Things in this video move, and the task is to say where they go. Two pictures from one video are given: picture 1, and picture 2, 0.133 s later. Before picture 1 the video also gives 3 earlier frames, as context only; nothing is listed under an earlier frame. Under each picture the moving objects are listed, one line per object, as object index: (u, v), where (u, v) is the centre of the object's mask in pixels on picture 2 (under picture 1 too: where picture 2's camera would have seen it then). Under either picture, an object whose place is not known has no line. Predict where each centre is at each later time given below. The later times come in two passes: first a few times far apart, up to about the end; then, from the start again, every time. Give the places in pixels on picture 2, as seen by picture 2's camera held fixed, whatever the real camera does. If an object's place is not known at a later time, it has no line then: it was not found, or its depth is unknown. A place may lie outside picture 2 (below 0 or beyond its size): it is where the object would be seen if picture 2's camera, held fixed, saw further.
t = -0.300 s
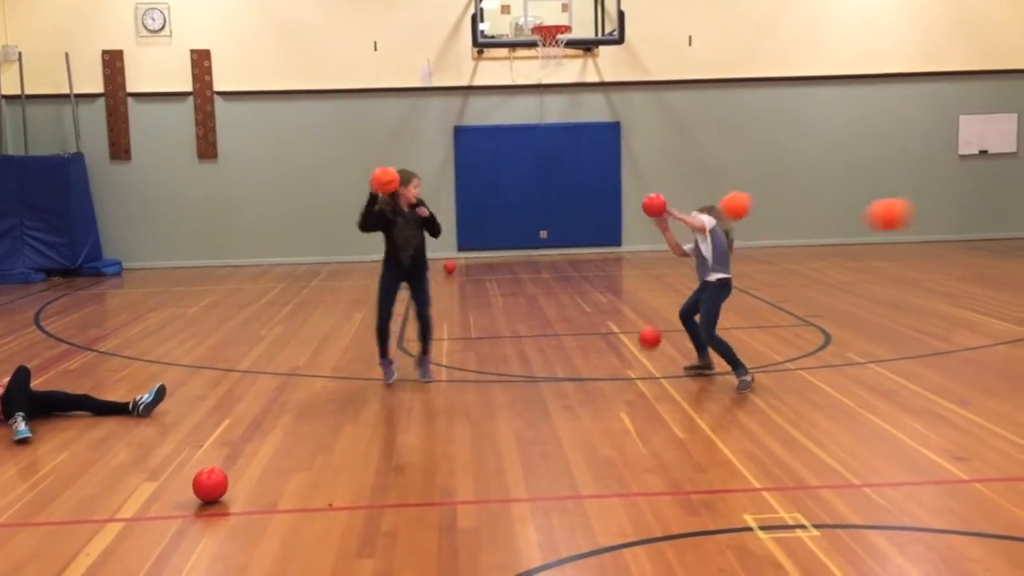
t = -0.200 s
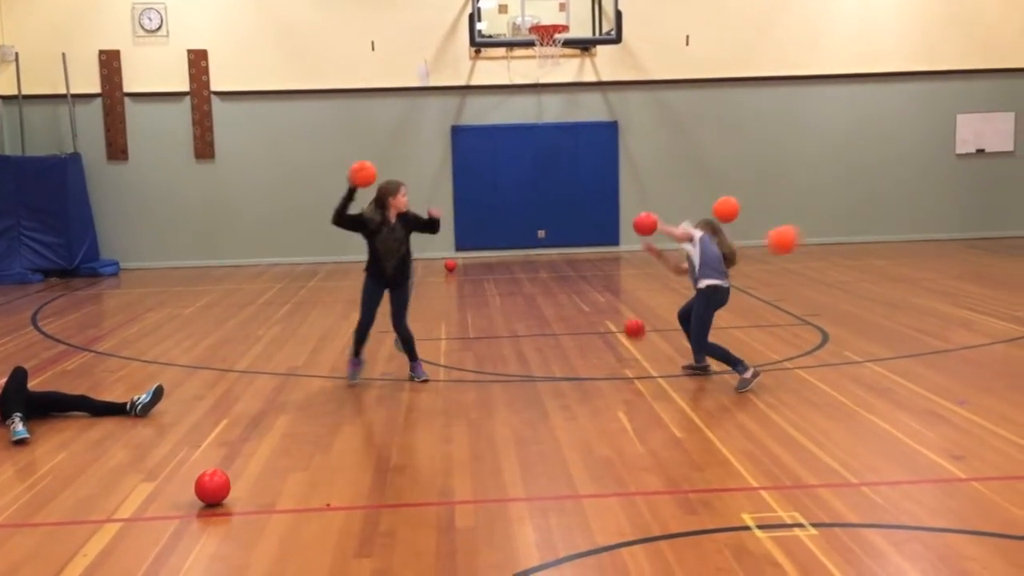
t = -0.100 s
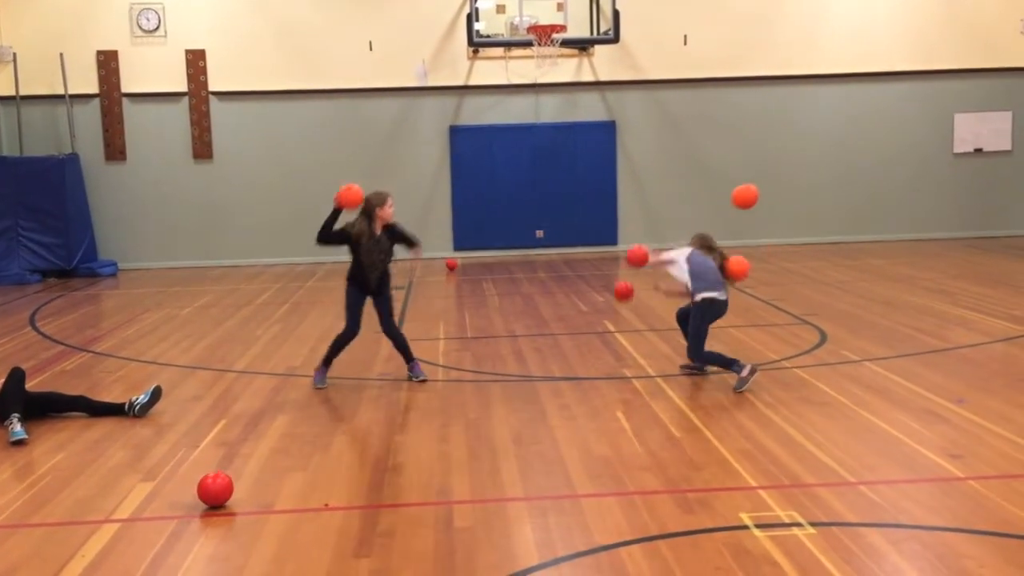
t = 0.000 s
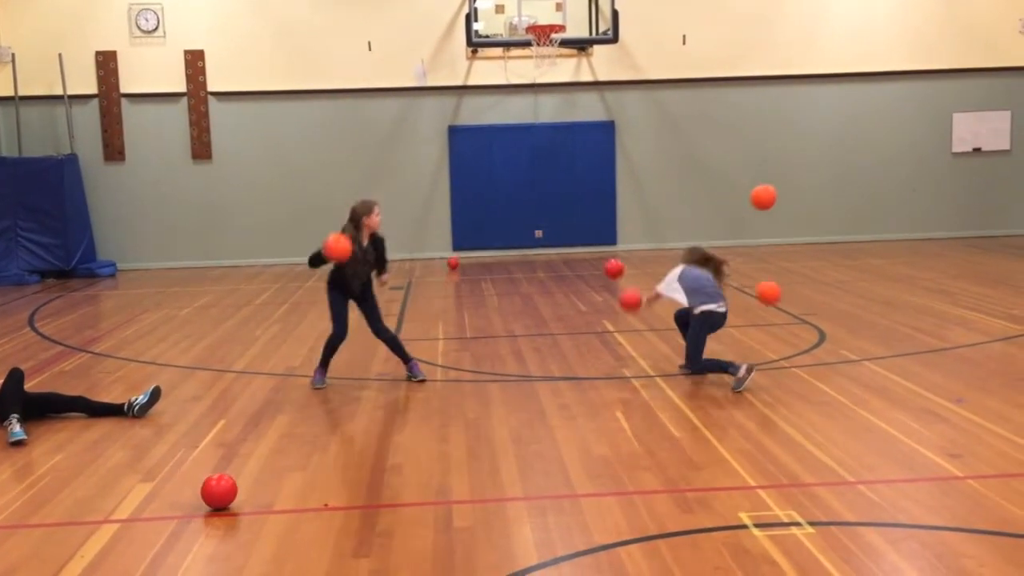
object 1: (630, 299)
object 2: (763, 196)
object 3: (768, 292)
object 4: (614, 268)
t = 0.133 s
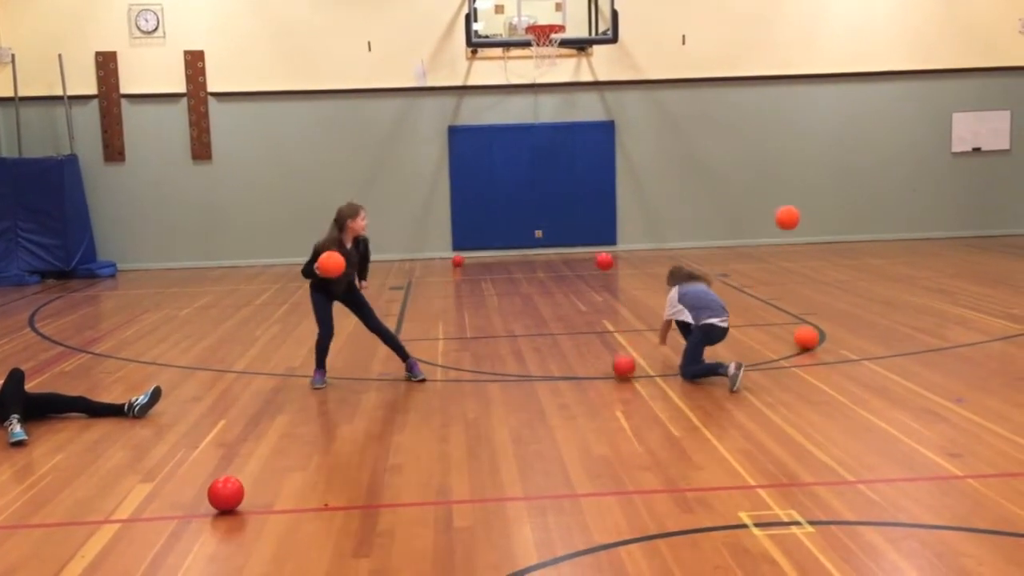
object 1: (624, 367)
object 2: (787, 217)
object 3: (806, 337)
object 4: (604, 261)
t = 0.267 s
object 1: (618, 325)
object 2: (808, 258)
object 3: (836, 301)
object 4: (596, 273)
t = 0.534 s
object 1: (609, 318)
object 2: (842, 306)
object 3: (888, 294)
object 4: (583, 286)
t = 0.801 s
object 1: (601, 351)
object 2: (864, 287)
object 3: (929, 294)
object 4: (572, 285)
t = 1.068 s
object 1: (591, 359)
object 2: (882, 303)
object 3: (962, 296)
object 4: (565, 278)
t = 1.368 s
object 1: (581, 363)
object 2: (902, 301)
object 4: (555, 272)
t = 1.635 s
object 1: (574, 363)
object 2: (920, 299)
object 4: (548, 268)
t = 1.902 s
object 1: (568, 362)
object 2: (936, 294)
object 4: (541, 263)
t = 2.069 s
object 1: (565, 362)
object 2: (945, 291)
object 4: (537, 261)
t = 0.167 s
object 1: (622, 355)
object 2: (793, 226)
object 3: (814, 326)
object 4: (602, 262)
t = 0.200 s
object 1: (621, 343)
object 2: (798, 235)
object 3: (821, 317)
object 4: (600, 264)
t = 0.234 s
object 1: (620, 334)
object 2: (804, 246)
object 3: (829, 307)
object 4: (598, 268)
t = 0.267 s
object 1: (618, 325)
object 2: (808, 258)
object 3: (836, 301)
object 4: (596, 273)
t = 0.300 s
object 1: (617, 319)
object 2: (814, 270)
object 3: (843, 295)
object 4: (595, 279)
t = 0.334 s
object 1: (616, 315)
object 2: (819, 284)
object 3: (850, 292)
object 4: (593, 285)
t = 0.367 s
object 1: (614, 312)
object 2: (824, 299)
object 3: (857, 288)
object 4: (591, 293)
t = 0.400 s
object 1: (613, 311)
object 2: (828, 315)
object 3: (863, 287)
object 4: (590, 302)
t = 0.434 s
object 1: (612, 310)
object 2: (833, 332)
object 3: (869, 287)
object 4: (588, 306)
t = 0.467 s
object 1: (611, 311)
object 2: (836, 324)
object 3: (876, 288)
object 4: (586, 297)
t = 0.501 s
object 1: (610, 314)
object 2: (839, 314)
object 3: (882, 290)
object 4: (584, 291)
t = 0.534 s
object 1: (609, 318)
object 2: (842, 306)
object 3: (888, 294)
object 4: (583, 286)
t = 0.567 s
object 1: (608, 324)
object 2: (845, 299)
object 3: (894, 298)
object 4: (581, 282)
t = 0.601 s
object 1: (607, 331)
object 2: (848, 293)
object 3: (899, 304)
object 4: (580, 279)
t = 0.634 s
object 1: (606, 340)
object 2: (851, 289)
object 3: (905, 312)
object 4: (579, 278)
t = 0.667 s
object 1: (605, 349)
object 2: (853, 286)
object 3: (911, 313)
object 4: (577, 278)
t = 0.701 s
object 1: (604, 361)
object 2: (855, 284)
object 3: (915, 306)
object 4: (577, 278)
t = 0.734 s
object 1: (603, 363)
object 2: (858, 284)
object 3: (920, 301)
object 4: (575, 279)
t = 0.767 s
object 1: (602, 357)
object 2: (861, 284)
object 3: (925, 297)
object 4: (574, 281)
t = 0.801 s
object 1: (601, 351)
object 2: (864, 287)
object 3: (929, 294)
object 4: (572, 285)
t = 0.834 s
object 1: (599, 347)
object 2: (866, 290)
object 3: (934, 293)
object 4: (571, 289)
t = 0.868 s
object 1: (598, 345)
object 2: (869, 294)
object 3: (938, 293)
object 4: (570, 286)
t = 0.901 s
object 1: (596, 344)
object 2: (871, 300)
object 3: (942, 294)
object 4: (569, 282)
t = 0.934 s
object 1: (595, 344)
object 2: (873, 307)
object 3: (946, 296)
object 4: (568, 279)
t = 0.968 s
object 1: (594, 346)
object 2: (875, 314)
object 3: (950, 299)
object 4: (567, 277)
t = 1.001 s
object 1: (593, 349)
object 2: (878, 312)
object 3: (955, 304)
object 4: (568, 277)
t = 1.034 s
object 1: (592, 354)
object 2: (880, 307)
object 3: (958, 301)
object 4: (566, 277)
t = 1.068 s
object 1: (591, 359)
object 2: (882, 303)
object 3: (962, 296)
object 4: (565, 278)
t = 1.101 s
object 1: (589, 365)
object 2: (885, 300)
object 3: (966, 294)
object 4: (563, 280)
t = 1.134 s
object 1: (588, 361)
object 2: (887, 299)
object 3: (969, 292)
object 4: (562, 279)
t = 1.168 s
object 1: (587, 358)
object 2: (890, 298)
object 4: (561, 276)
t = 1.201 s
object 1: (586, 356)
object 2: (891, 299)
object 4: (560, 275)
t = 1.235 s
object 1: (585, 356)
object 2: (894, 301)
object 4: (559, 274)
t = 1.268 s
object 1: (584, 357)
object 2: (896, 304)
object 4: (558, 274)
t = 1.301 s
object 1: (583, 360)
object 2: (898, 306)
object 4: (557, 275)
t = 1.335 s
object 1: (582, 363)
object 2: (900, 303)
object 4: (556, 274)
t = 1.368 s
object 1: (581, 363)
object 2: (902, 301)
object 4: (555, 272)
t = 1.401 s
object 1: (581, 361)
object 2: (905, 301)
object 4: (554, 272)
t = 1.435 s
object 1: (580, 360)
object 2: (907, 301)
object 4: (553, 272)
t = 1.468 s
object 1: (578, 361)
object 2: (909, 302)
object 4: (551, 272)
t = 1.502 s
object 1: (578, 364)
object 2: (912, 302)
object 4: (550, 270)
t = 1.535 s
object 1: (576, 362)
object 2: (913, 301)
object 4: (550, 269)
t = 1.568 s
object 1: (576, 362)
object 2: (915, 300)
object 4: (549, 269)
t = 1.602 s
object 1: (575, 363)
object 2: (917, 300)
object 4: (549, 269)
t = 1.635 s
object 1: (574, 363)
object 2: (920, 299)
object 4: (548, 268)
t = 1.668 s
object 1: (574, 363)
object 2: (922, 299)
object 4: (547, 268)
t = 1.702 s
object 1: (573, 363)
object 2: (923, 298)
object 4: (546, 267)
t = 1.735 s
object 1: (572, 363)
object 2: (925, 297)
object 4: (545, 266)
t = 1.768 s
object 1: (571, 363)
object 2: (928, 296)
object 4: (543, 265)
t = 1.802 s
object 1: (570, 362)
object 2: (930, 295)
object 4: (543, 264)
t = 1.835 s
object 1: (570, 362)
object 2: (932, 295)
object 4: (542, 263)
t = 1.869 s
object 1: (569, 362)
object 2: (934, 294)
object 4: (542, 263)
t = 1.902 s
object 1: (568, 362)
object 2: (936, 294)
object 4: (541, 263)
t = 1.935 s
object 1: (568, 362)
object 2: (938, 293)
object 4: (541, 263)
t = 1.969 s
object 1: (567, 362)
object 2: (939, 292)
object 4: (540, 262)
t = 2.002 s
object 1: (566, 362)
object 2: (941, 292)
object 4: (539, 262)
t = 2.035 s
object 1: (565, 362)
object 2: (943, 292)
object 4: (538, 261)
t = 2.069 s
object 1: (565, 362)
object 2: (945, 291)
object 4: (537, 261)
